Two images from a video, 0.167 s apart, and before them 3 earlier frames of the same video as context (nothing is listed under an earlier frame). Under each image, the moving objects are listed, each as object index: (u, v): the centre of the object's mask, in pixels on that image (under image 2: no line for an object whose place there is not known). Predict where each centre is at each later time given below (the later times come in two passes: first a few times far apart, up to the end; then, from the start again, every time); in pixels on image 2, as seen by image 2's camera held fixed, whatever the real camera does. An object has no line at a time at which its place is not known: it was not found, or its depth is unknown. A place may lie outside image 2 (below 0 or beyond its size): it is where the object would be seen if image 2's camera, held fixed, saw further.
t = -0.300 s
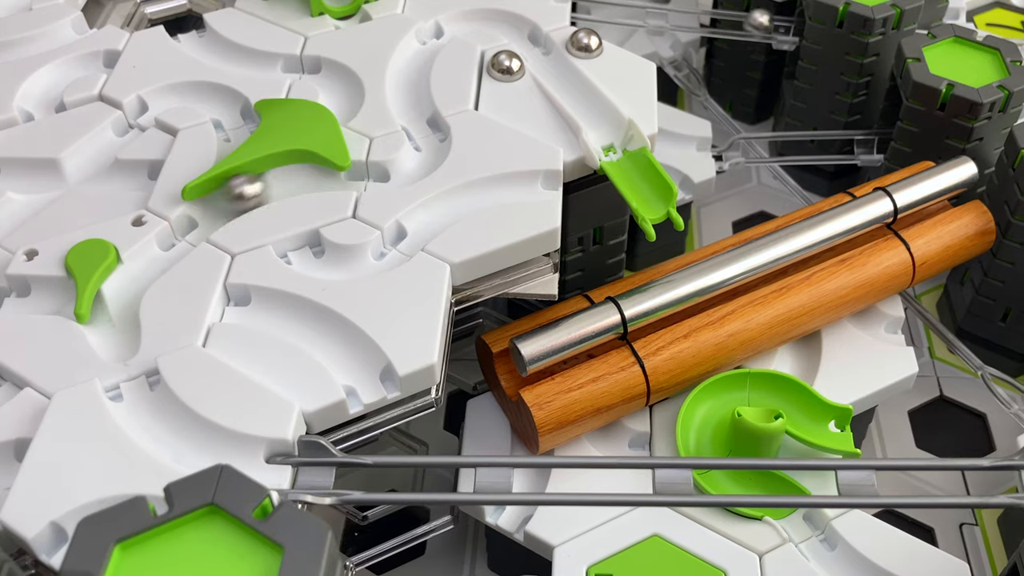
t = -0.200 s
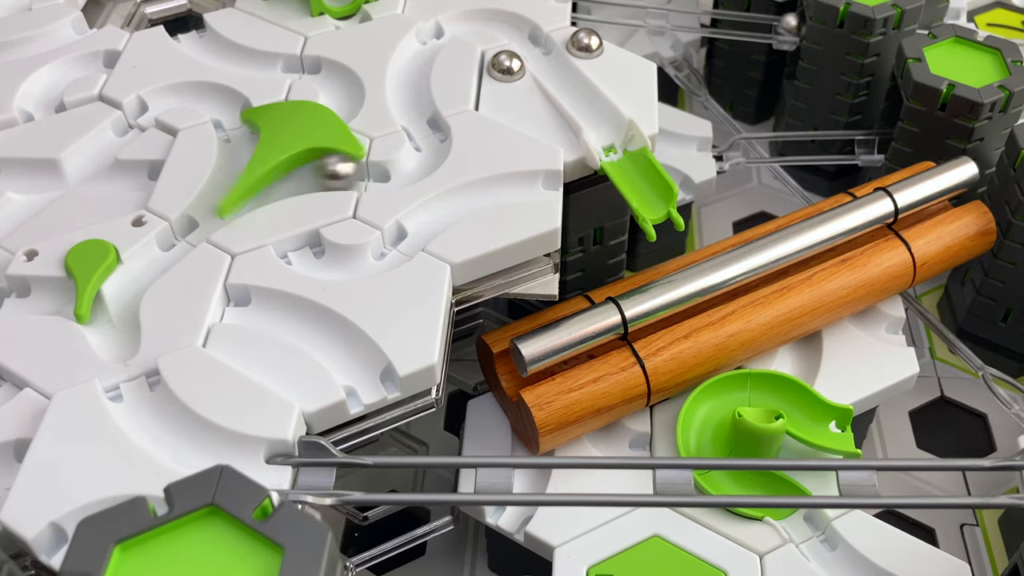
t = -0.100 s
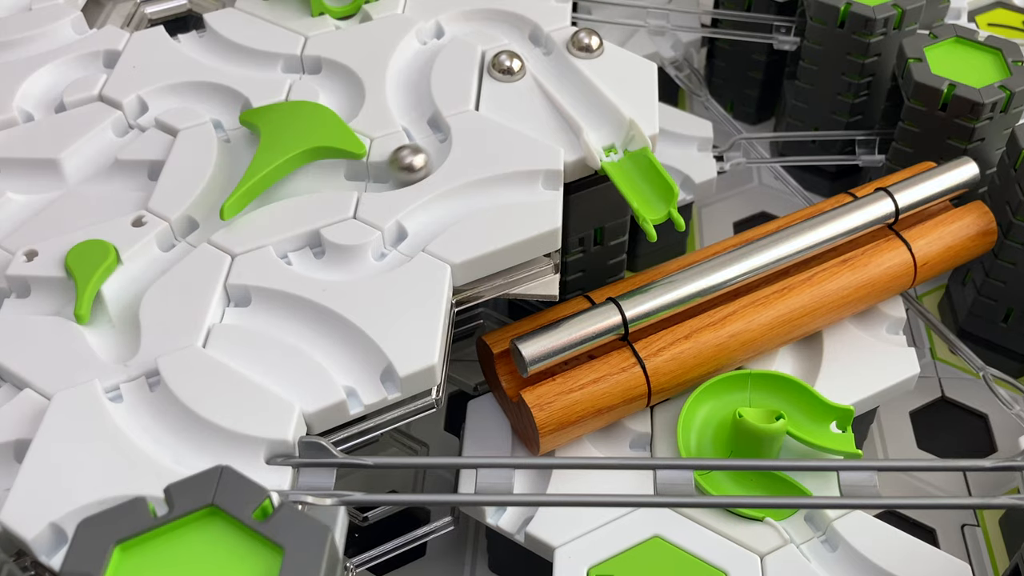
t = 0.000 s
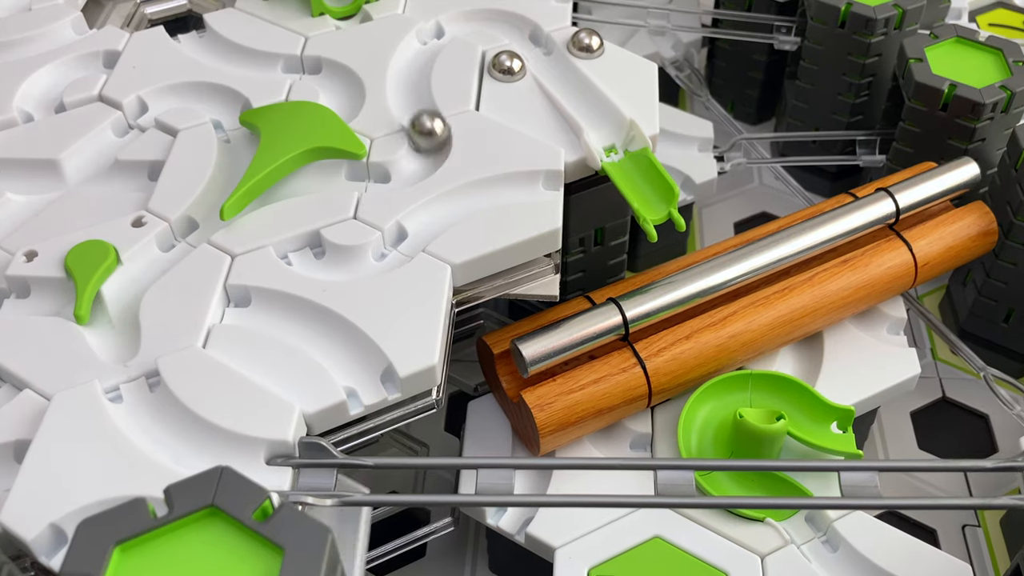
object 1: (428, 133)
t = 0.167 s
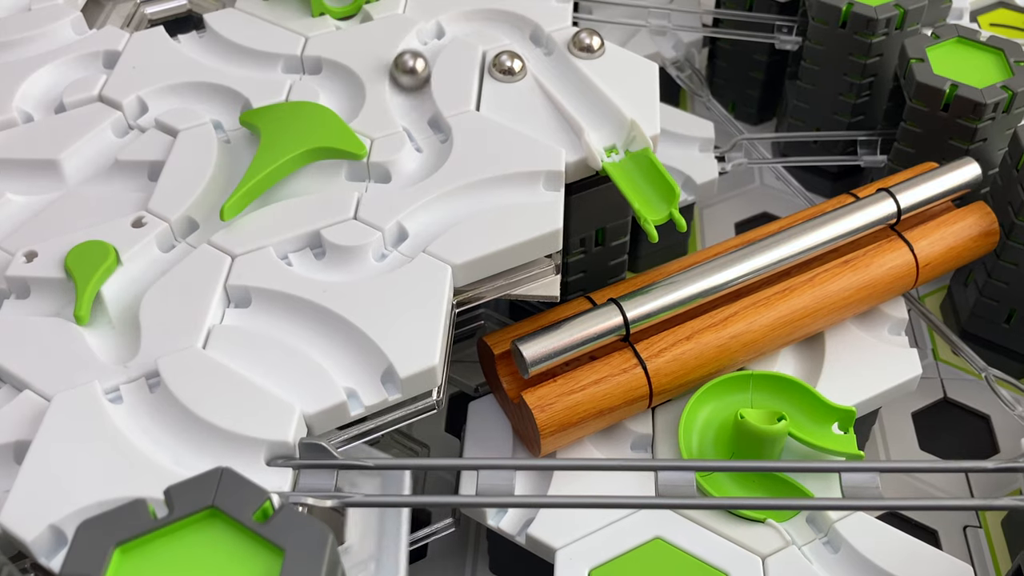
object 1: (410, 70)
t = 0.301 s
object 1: (436, 29)
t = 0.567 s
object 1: (535, 40)
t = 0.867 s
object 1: (604, 117)
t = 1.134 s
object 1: (735, 383)
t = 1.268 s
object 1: (709, 419)
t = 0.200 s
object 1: (414, 59)
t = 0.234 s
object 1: (419, 48)
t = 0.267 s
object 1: (427, 38)
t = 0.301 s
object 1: (436, 29)
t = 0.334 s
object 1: (449, 24)
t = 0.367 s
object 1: (464, 18)
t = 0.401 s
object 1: (478, 14)
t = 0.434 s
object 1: (491, 15)
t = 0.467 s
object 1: (504, 18)
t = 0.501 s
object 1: (515, 23)
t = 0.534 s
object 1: (527, 32)
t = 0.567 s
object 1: (535, 40)
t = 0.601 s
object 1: (541, 50)
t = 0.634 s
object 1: (550, 60)
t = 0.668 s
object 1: (559, 69)
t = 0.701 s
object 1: (568, 79)
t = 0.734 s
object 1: (576, 87)
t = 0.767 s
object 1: (583, 95)
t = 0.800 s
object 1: (591, 103)
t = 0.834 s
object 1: (598, 110)
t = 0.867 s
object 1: (604, 117)
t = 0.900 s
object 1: (611, 131)
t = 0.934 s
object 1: (624, 147)
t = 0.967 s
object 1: (639, 166)
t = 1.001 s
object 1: (655, 194)
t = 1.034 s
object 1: (673, 224)
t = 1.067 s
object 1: (689, 257)
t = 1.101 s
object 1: (714, 314)
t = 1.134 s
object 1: (735, 383)
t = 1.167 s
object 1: (725, 396)
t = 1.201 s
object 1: (722, 403)
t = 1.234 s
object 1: (713, 407)
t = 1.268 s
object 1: (709, 419)
